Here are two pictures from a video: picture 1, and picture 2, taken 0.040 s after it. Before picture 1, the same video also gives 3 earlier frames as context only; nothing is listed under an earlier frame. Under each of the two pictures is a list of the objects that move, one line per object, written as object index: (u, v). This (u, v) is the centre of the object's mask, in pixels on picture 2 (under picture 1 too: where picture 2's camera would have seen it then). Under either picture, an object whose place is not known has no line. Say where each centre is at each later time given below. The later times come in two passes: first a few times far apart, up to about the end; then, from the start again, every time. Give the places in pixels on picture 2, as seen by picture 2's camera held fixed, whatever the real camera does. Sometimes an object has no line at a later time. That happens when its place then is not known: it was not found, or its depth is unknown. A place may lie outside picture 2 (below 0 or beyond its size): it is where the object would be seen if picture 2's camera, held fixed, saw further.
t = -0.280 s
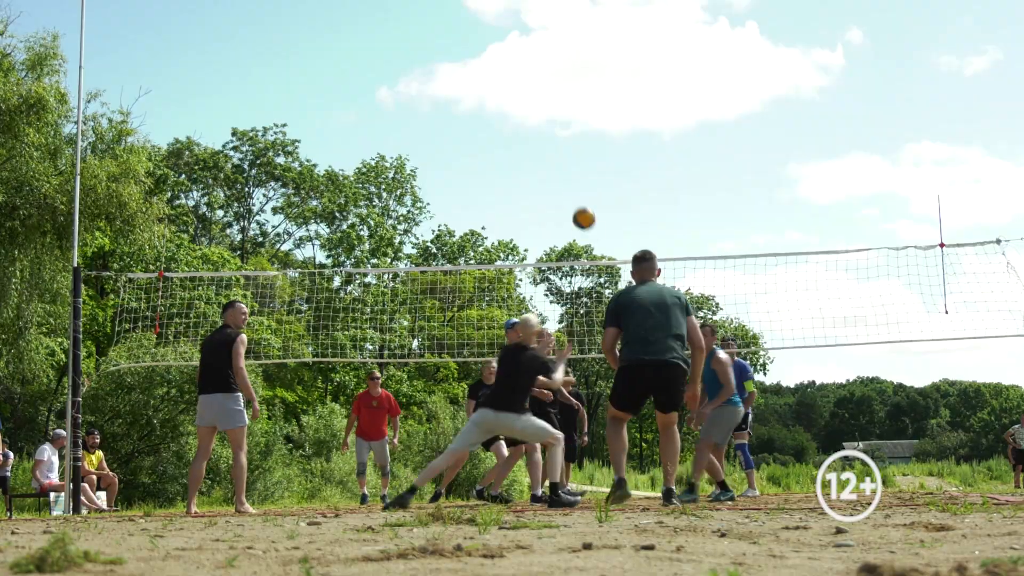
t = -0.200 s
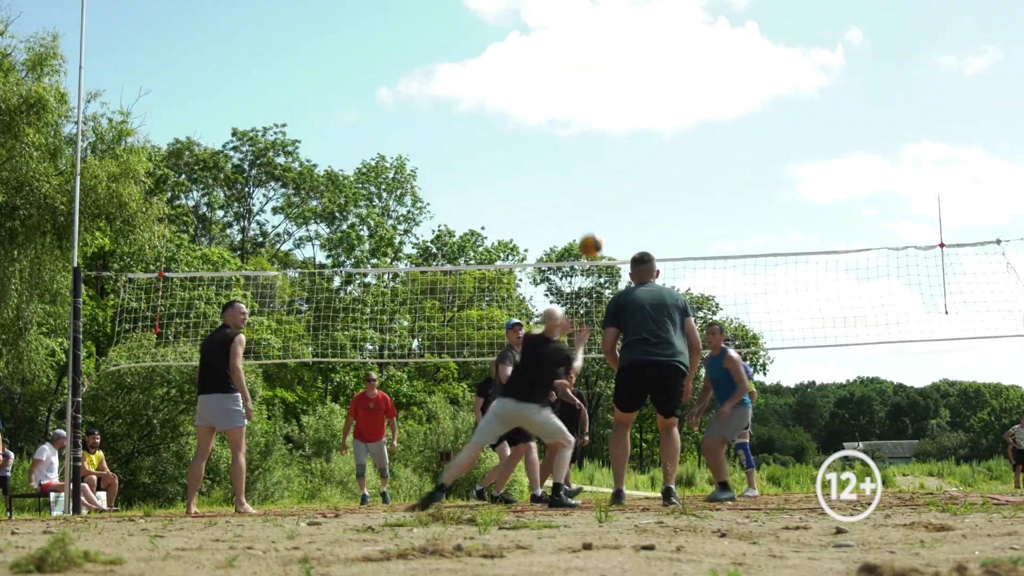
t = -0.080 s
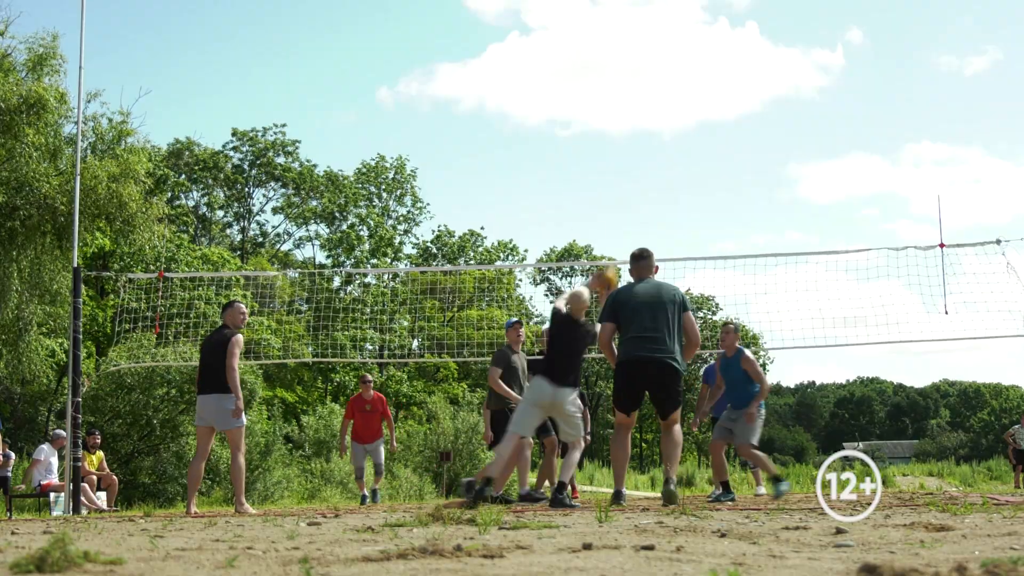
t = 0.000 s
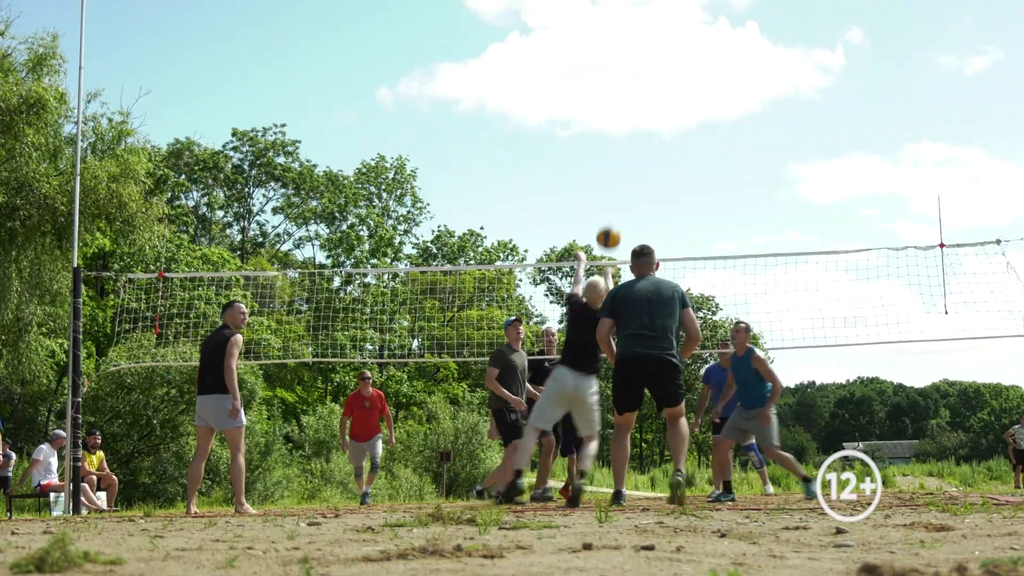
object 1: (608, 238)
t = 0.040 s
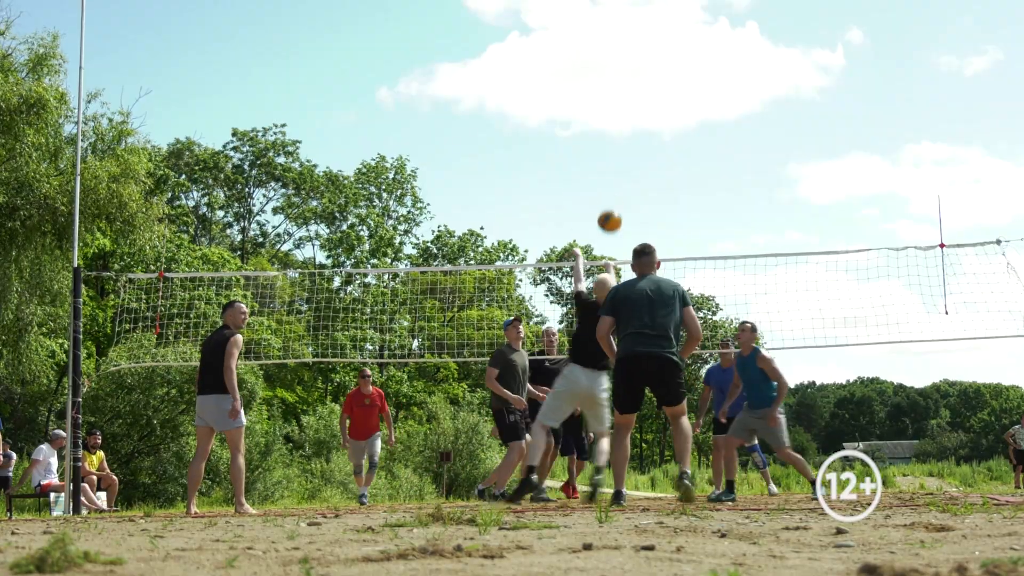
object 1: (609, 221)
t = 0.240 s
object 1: (614, 167)
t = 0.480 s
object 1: (620, 160)
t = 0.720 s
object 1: (631, 204)
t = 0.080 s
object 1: (610, 206)
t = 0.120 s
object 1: (611, 193)
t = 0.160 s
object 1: (612, 183)
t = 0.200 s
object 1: (613, 174)
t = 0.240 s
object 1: (614, 167)
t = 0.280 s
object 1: (615, 162)
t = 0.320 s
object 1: (616, 159)
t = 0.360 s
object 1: (617, 157)
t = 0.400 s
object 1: (618, 157)
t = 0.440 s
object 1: (619, 157)
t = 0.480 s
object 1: (620, 160)
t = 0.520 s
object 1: (622, 163)
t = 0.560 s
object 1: (623, 169)
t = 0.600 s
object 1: (625, 175)
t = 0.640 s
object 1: (627, 184)
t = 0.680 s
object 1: (628, 194)
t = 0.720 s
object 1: (631, 204)
